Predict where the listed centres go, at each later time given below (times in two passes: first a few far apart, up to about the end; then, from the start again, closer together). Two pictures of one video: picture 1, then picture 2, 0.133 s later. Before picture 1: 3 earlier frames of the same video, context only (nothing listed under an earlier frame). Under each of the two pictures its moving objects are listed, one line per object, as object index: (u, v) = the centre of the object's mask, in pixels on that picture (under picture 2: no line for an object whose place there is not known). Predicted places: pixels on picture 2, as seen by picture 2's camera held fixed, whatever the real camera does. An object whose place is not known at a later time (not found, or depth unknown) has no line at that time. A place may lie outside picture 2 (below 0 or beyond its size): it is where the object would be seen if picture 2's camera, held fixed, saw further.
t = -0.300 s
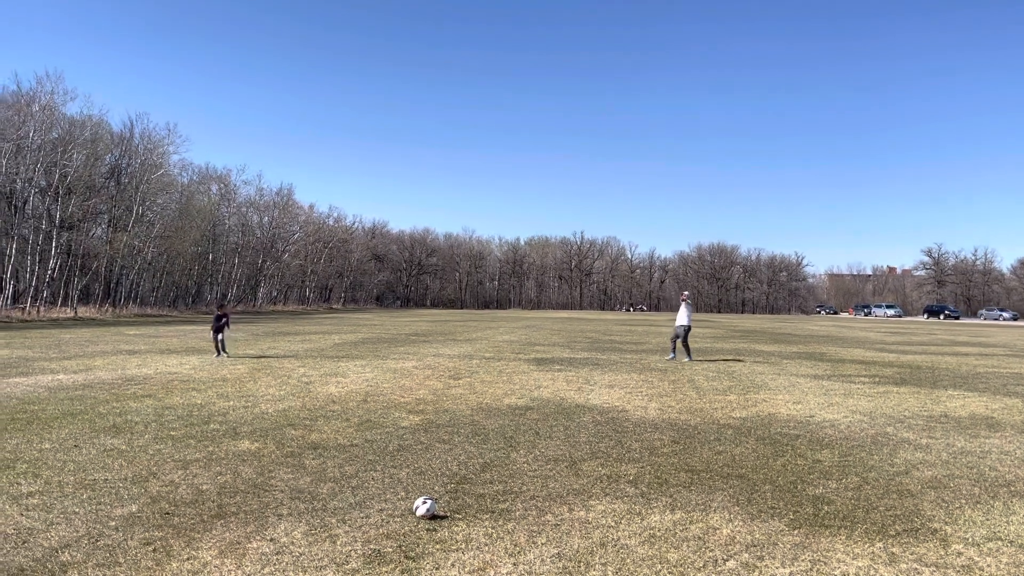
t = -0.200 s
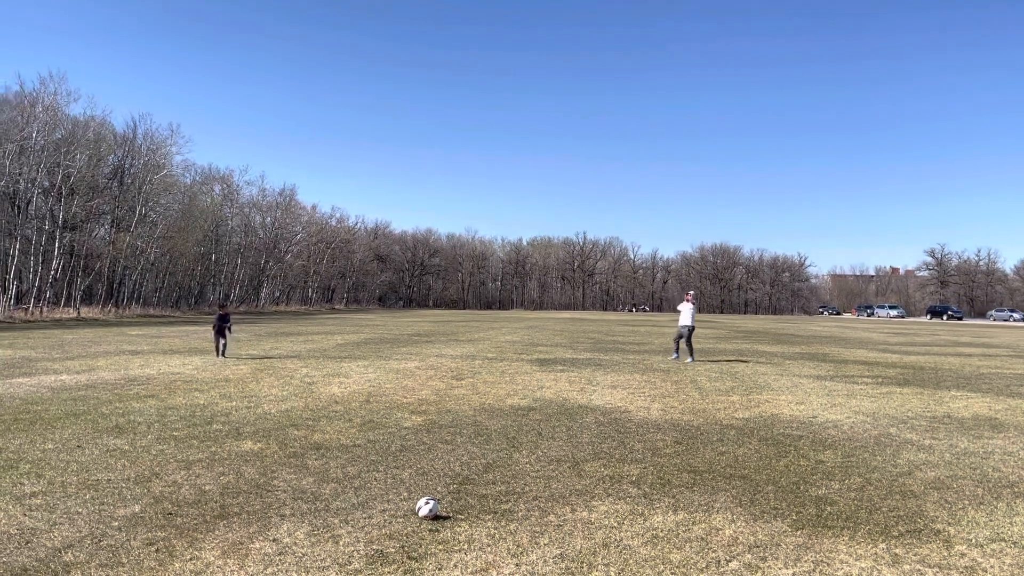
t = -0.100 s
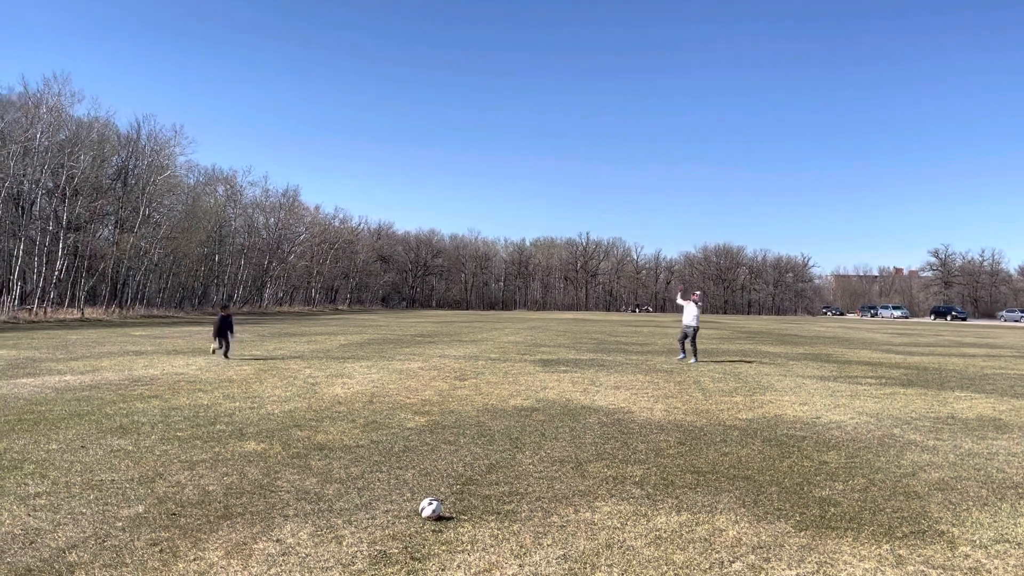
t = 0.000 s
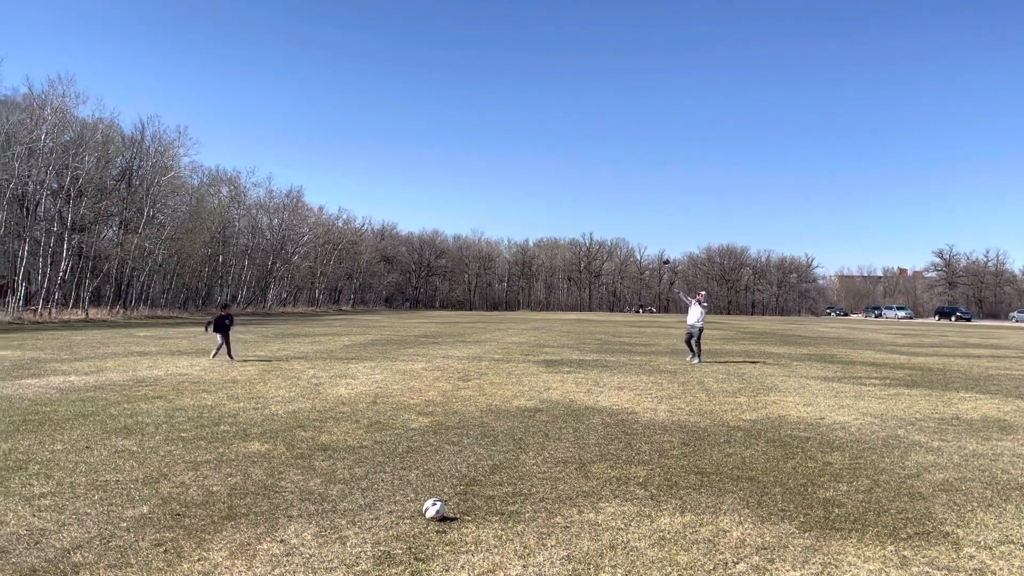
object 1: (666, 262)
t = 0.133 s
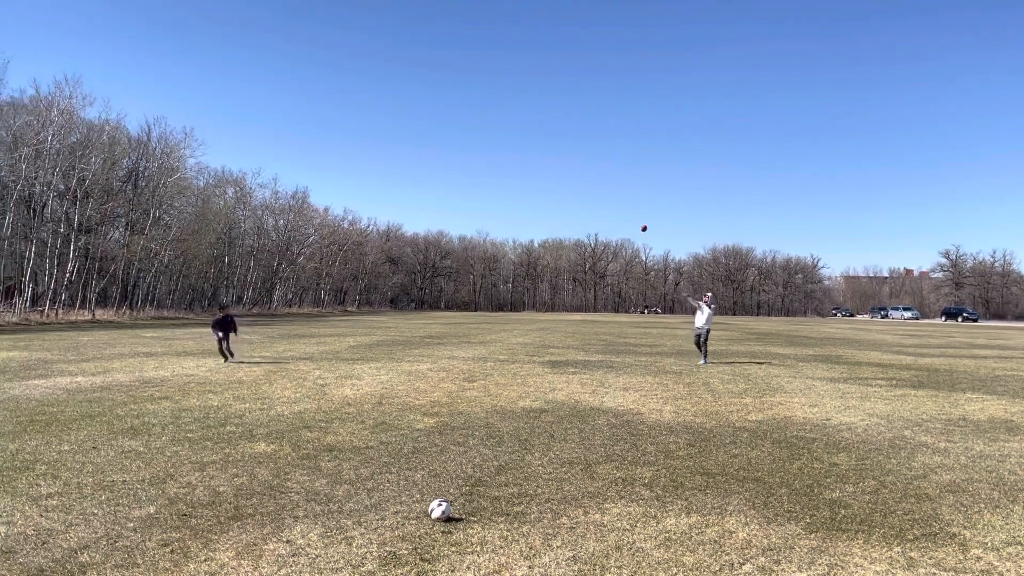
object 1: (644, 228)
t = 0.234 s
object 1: (622, 207)
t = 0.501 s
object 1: (559, 164)
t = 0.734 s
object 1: (495, 149)
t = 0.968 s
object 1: (420, 158)
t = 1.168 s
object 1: (345, 194)
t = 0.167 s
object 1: (636, 221)
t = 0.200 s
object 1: (629, 213)
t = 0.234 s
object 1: (622, 207)
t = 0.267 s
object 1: (614, 200)
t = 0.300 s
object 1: (607, 194)
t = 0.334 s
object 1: (599, 188)
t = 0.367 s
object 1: (591, 182)
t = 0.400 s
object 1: (583, 177)
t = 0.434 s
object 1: (575, 172)
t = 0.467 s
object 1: (567, 168)
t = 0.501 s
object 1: (559, 164)
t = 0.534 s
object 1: (550, 161)
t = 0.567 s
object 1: (542, 157)
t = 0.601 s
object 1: (533, 155)
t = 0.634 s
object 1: (523, 152)
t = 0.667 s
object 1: (514, 151)
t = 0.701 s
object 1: (505, 150)
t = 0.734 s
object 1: (495, 149)
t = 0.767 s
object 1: (485, 149)
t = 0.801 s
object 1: (475, 149)
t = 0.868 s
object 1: (454, 150)
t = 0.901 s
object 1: (443, 152)
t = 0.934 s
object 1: (431, 155)
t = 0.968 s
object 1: (420, 158)
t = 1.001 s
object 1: (408, 162)
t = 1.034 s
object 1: (396, 166)
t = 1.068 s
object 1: (384, 172)
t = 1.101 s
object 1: (371, 178)
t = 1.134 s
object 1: (358, 185)
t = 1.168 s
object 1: (345, 194)
